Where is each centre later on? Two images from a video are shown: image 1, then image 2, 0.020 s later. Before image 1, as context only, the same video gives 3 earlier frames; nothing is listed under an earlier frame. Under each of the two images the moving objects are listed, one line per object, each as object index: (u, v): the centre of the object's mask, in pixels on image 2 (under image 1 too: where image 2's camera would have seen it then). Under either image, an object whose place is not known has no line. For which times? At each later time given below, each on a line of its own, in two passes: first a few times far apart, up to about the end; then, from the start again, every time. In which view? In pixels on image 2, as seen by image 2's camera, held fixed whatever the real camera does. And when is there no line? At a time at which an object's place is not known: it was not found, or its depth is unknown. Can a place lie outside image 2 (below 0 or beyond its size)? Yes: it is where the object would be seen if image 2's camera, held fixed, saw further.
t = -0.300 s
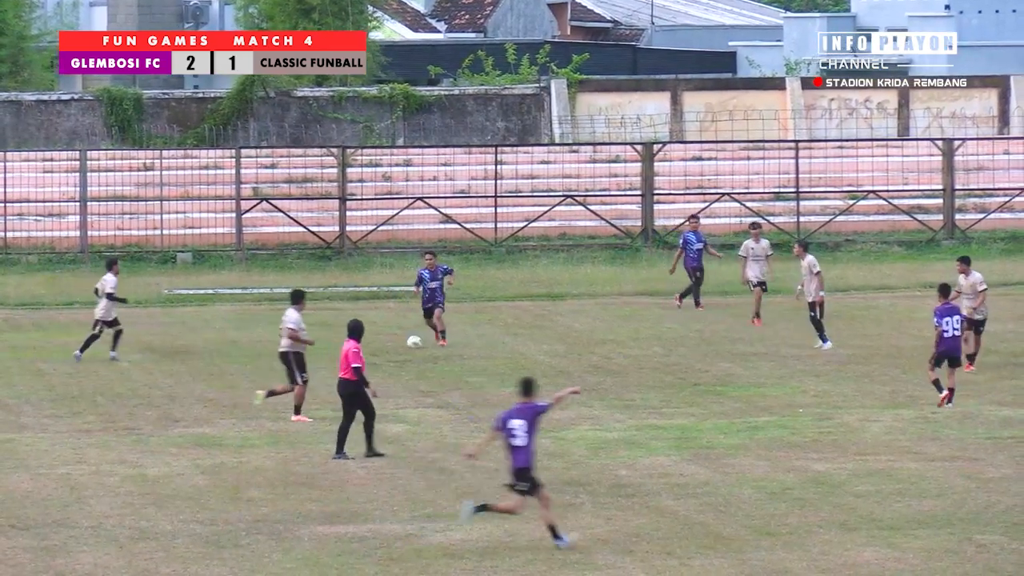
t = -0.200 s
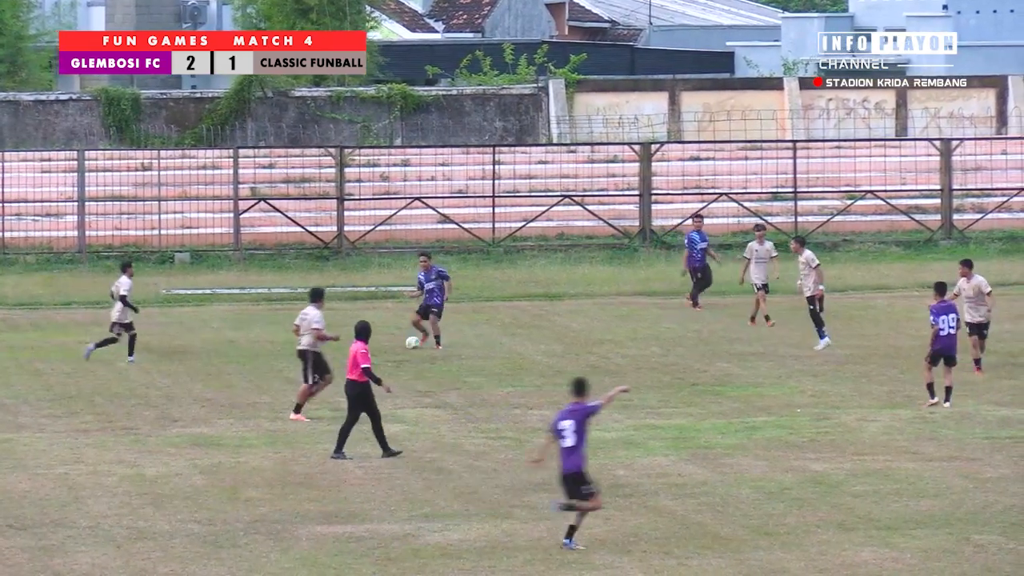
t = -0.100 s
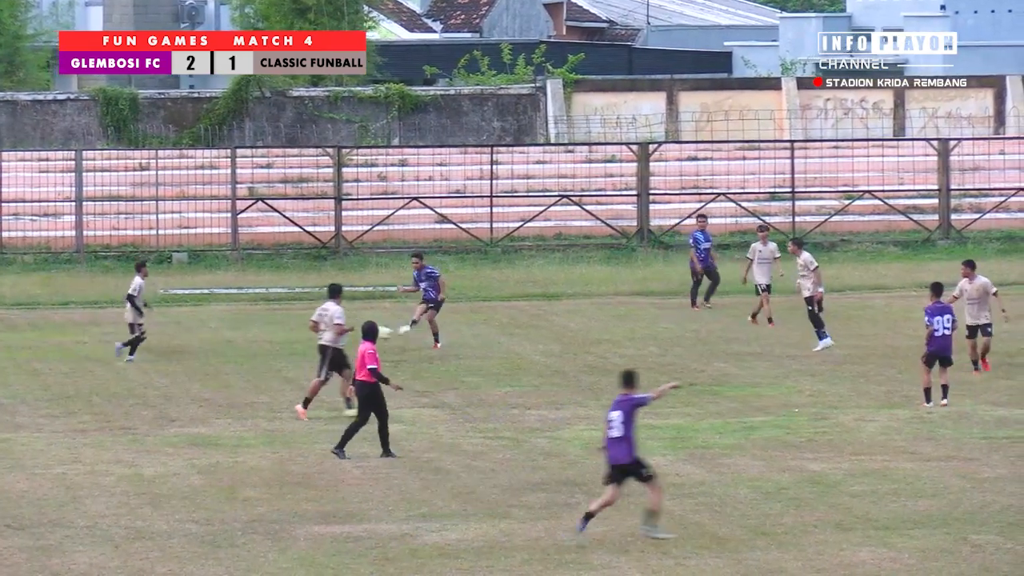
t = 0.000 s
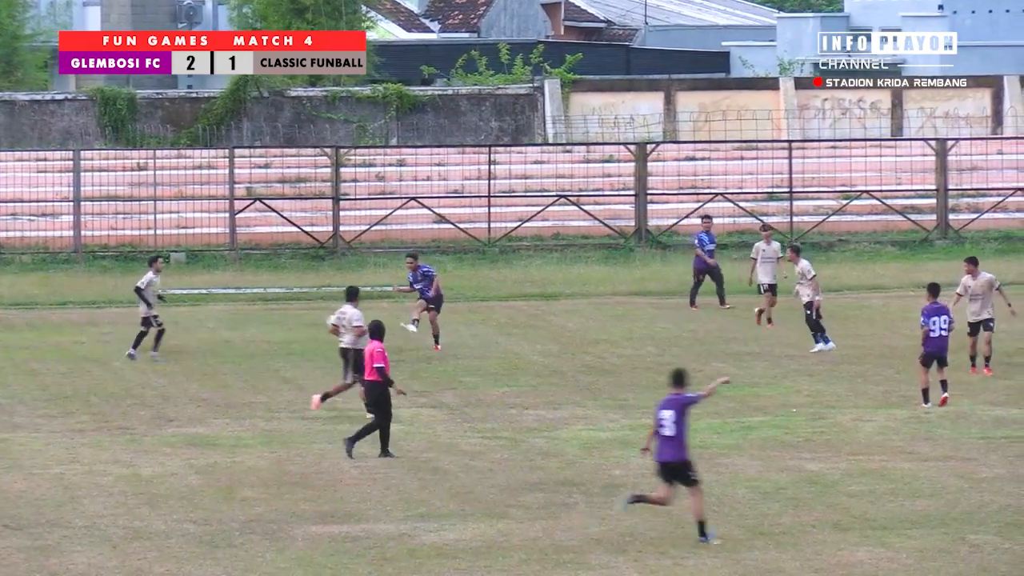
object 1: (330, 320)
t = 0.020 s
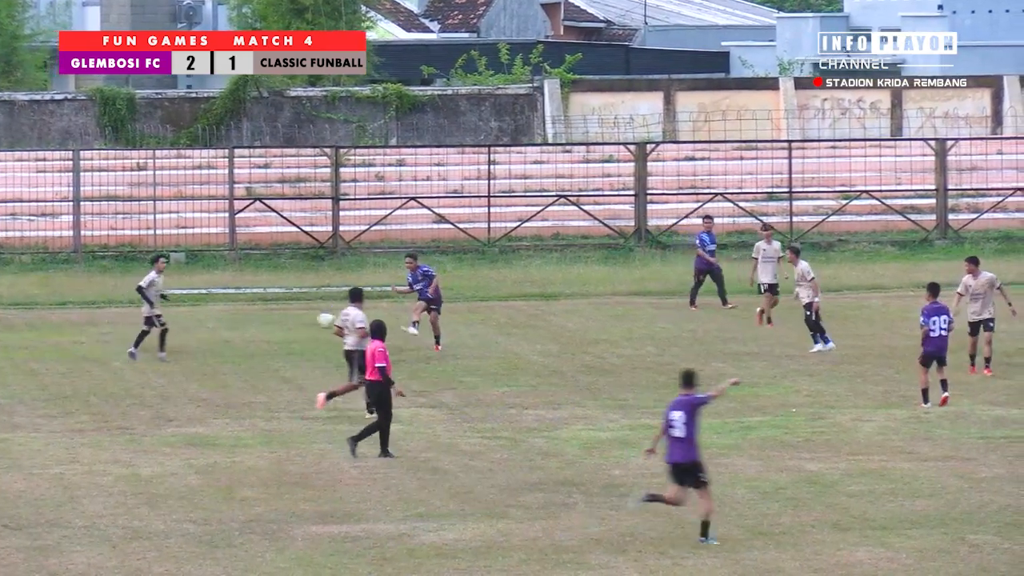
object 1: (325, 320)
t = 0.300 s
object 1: (205, 332)
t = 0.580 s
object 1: (87, 405)
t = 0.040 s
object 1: (317, 318)
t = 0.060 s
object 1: (309, 318)
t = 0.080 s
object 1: (300, 318)
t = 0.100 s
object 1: (291, 317)
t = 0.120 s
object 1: (282, 317)
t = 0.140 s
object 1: (273, 318)
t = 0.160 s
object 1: (264, 318)
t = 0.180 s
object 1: (256, 319)
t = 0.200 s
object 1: (247, 321)
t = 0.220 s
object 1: (239, 323)
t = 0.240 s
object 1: (229, 324)
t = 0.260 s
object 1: (221, 326)
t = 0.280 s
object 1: (213, 330)
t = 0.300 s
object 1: (205, 332)
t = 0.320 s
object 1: (196, 336)
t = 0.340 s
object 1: (187, 339)
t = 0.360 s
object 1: (179, 343)
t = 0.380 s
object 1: (170, 347)
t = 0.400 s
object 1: (163, 352)
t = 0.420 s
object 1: (154, 357)
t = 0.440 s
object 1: (146, 361)
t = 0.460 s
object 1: (137, 367)
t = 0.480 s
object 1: (130, 373)
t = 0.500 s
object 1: (121, 379)
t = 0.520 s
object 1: (113, 385)
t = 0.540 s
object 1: (105, 392)
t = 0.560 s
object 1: (95, 400)
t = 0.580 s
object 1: (87, 405)
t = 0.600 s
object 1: (82, 401)
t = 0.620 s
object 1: (77, 396)
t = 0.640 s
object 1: (72, 390)
